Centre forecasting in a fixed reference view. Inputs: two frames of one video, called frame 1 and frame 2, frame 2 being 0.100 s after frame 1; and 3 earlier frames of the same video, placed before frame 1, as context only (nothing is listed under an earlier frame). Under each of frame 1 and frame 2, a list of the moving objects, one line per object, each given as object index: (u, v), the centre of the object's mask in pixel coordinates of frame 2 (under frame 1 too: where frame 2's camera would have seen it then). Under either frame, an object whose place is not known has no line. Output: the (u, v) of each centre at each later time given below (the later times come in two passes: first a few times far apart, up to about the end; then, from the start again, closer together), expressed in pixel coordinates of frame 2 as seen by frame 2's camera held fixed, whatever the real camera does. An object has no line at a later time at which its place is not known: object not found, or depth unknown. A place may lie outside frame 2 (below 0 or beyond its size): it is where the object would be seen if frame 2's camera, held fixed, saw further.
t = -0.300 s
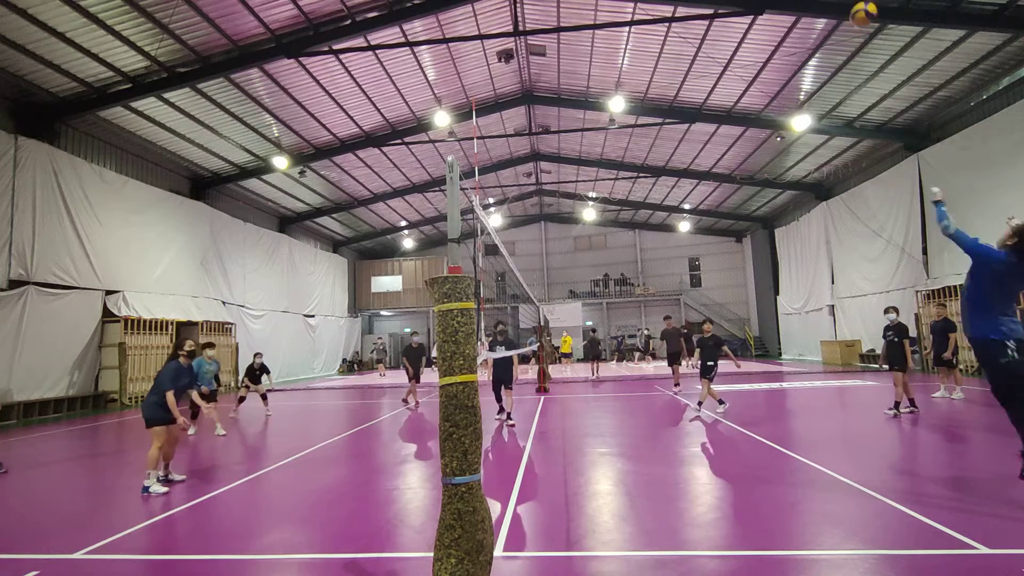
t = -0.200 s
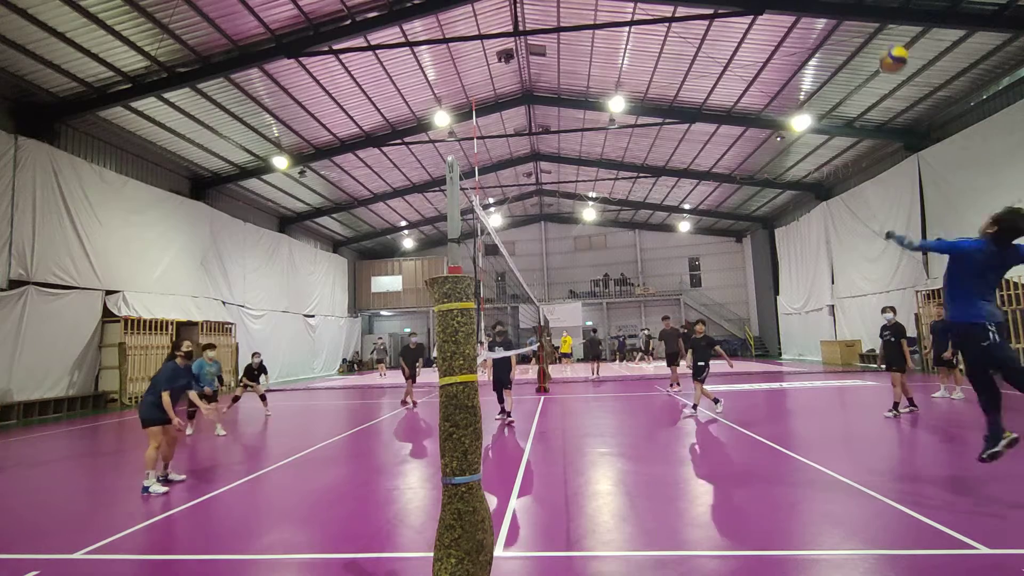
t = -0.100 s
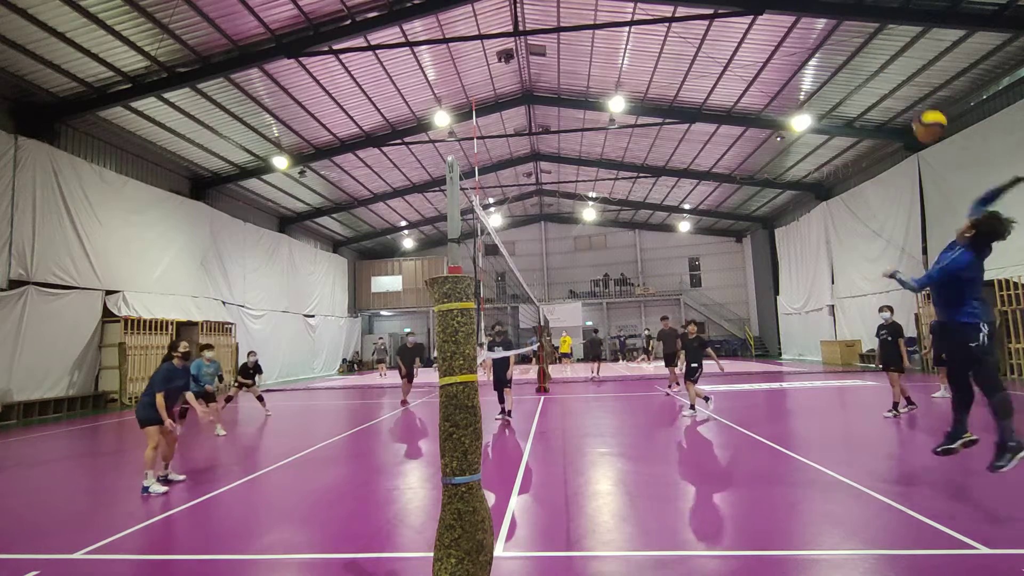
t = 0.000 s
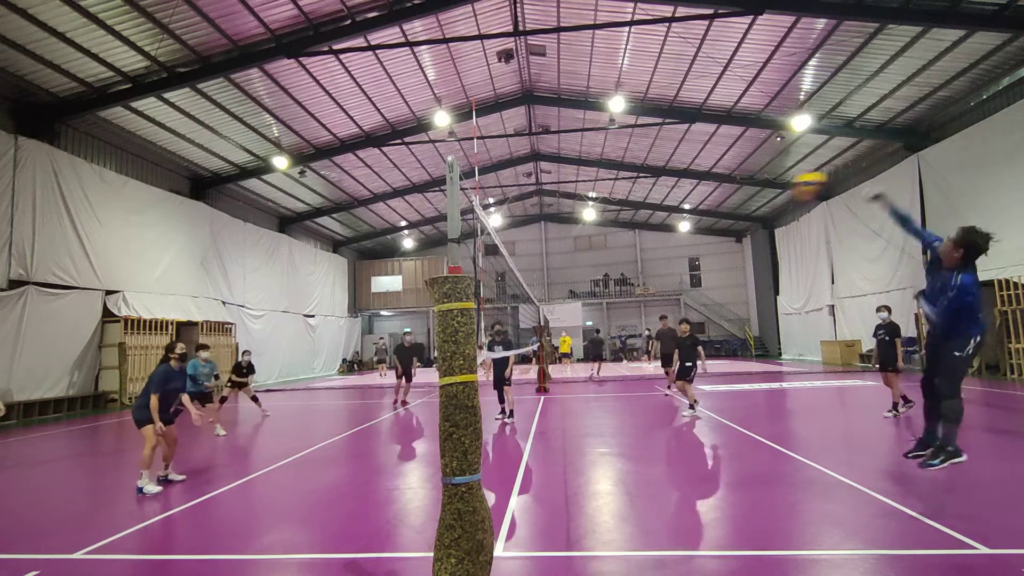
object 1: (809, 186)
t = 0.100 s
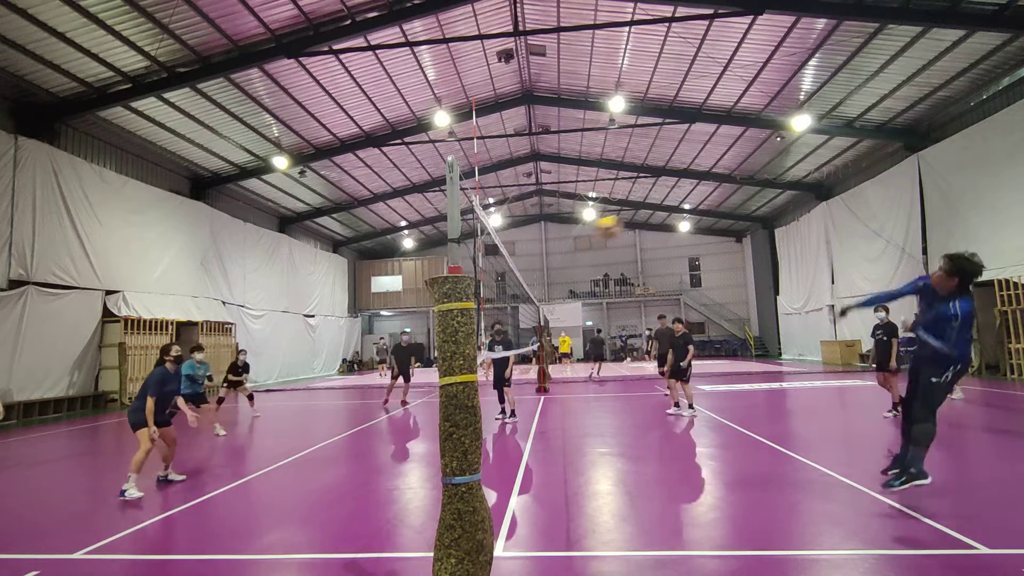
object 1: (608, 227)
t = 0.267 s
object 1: (484, 299)
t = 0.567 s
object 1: (567, 394)
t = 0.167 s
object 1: (503, 256)
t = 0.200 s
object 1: (492, 271)
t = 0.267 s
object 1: (484, 299)
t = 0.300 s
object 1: (488, 316)
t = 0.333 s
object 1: (494, 331)
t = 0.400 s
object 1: (514, 348)
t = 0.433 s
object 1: (525, 355)
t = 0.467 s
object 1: (535, 364)
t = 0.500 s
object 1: (547, 372)
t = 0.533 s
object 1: (556, 384)
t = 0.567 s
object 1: (567, 394)
